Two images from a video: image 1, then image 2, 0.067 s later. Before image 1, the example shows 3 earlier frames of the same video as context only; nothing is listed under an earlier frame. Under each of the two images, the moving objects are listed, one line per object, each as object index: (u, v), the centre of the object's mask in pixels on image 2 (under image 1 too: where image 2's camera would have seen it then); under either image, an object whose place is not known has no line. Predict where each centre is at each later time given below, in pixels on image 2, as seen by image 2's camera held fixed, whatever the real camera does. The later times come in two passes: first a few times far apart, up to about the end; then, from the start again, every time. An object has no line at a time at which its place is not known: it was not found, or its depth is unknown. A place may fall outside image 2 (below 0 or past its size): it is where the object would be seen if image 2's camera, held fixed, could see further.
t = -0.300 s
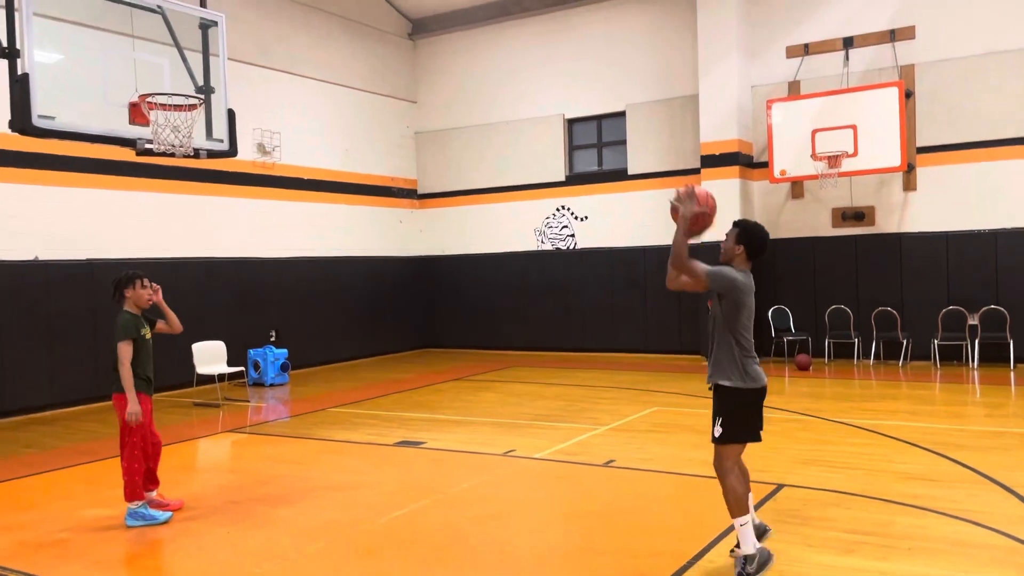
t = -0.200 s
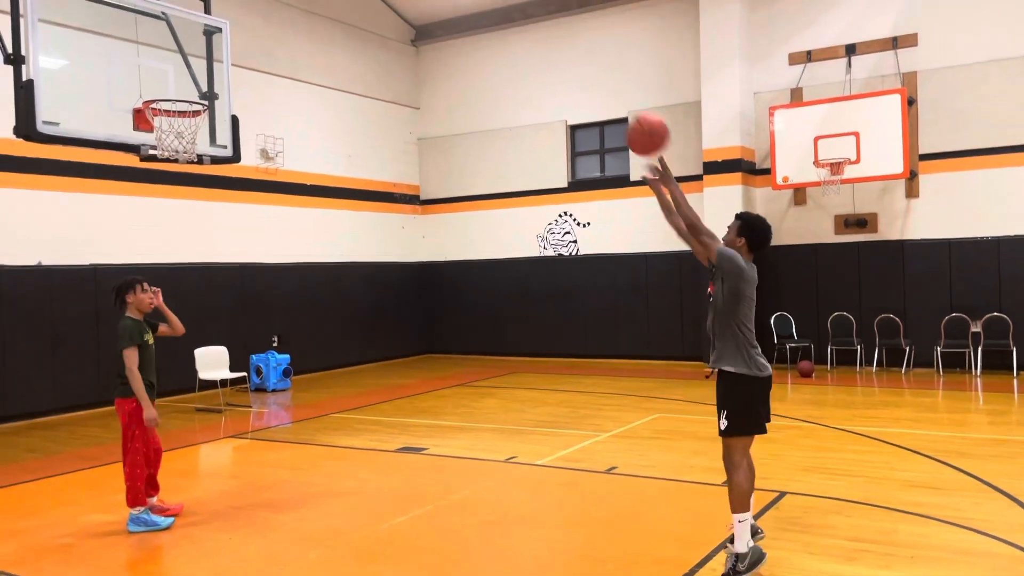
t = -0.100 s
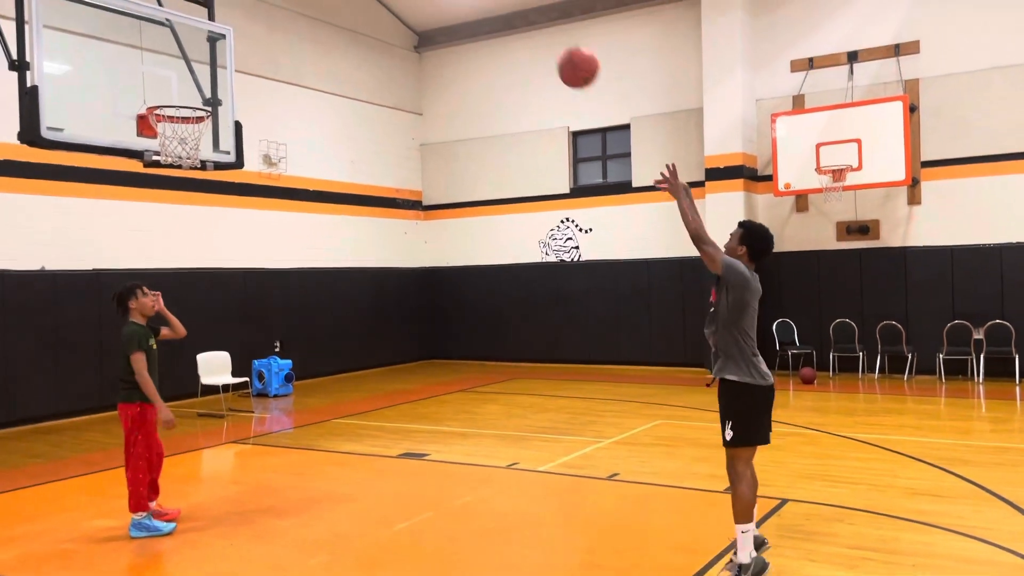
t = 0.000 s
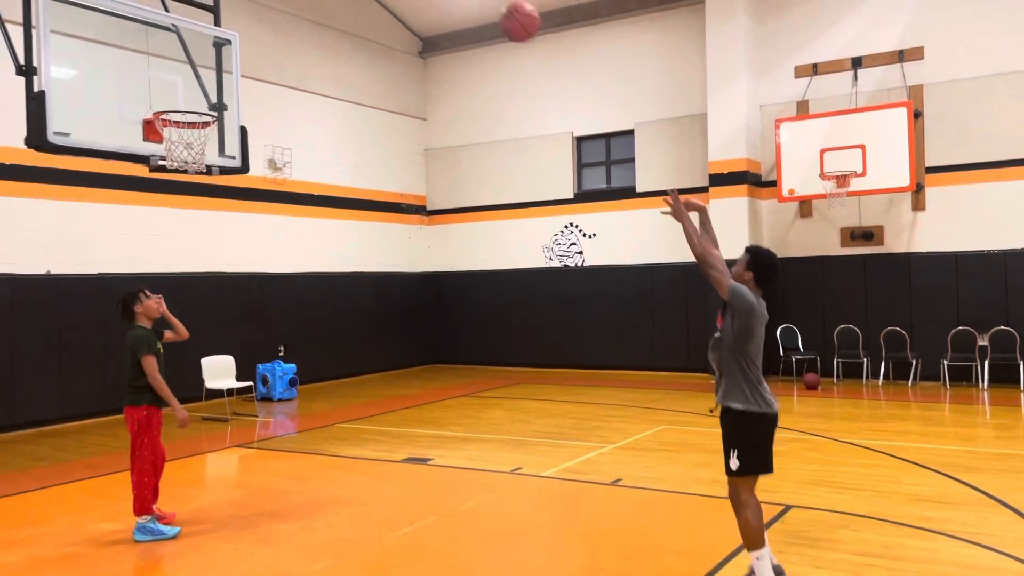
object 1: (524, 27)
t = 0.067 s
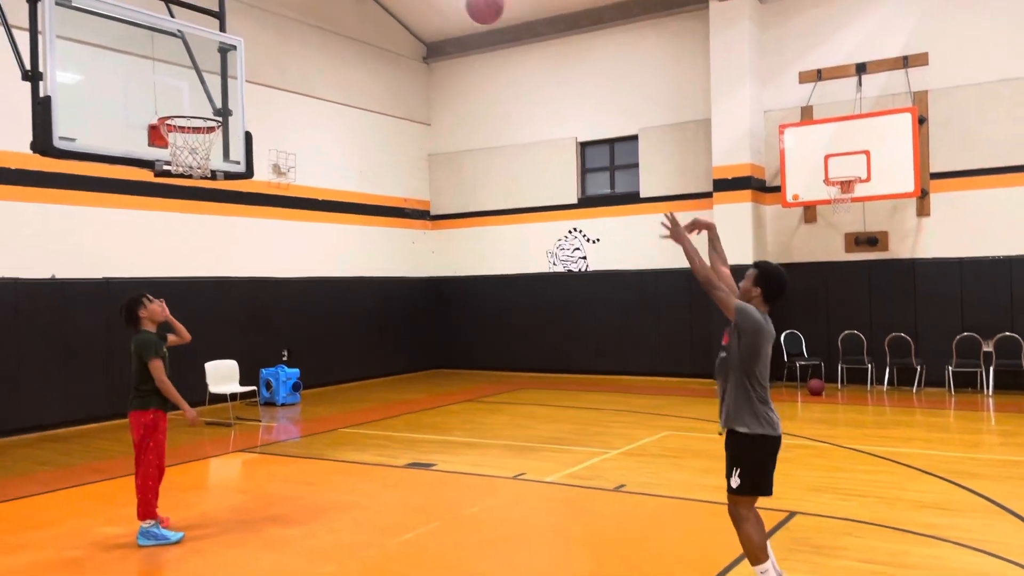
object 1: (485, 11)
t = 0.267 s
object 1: (391, -7)
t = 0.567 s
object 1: (267, 40)
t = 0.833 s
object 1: (219, 73)
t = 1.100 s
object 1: (227, 49)
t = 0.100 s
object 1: (467, 5)
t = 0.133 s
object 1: (449, 1)
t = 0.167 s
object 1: (431, -3)
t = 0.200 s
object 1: (415, -5)
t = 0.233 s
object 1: (399, -6)
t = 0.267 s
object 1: (391, -7)
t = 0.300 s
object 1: (376, -7)
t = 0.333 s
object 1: (361, -7)
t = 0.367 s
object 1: (346, -6)
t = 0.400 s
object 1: (332, -3)
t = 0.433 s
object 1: (317, 0)
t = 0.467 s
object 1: (304, 8)
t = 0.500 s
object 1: (291, 17)
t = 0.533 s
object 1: (279, 28)
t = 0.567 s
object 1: (267, 40)
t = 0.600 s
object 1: (255, 53)
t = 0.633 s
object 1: (243, 68)
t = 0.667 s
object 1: (232, 83)
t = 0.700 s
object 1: (221, 100)
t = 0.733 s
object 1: (217, 105)
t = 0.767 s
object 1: (217, 92)
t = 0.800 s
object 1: (218, 82)
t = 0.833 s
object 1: (219, 73)
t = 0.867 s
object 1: (220, 65)
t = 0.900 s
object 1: (221, 58)
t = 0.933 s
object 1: (222, 54)
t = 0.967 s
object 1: (222, 50)
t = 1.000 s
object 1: (223, 47)
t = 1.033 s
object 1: (224, 47)
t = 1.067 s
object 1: (225, 47)
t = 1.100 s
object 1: (227, 49)
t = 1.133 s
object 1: (228, 52)
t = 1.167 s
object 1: (229, 57)
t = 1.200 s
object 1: (230, 62)
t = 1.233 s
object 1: (232, 70)
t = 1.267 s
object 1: (233, 78)
